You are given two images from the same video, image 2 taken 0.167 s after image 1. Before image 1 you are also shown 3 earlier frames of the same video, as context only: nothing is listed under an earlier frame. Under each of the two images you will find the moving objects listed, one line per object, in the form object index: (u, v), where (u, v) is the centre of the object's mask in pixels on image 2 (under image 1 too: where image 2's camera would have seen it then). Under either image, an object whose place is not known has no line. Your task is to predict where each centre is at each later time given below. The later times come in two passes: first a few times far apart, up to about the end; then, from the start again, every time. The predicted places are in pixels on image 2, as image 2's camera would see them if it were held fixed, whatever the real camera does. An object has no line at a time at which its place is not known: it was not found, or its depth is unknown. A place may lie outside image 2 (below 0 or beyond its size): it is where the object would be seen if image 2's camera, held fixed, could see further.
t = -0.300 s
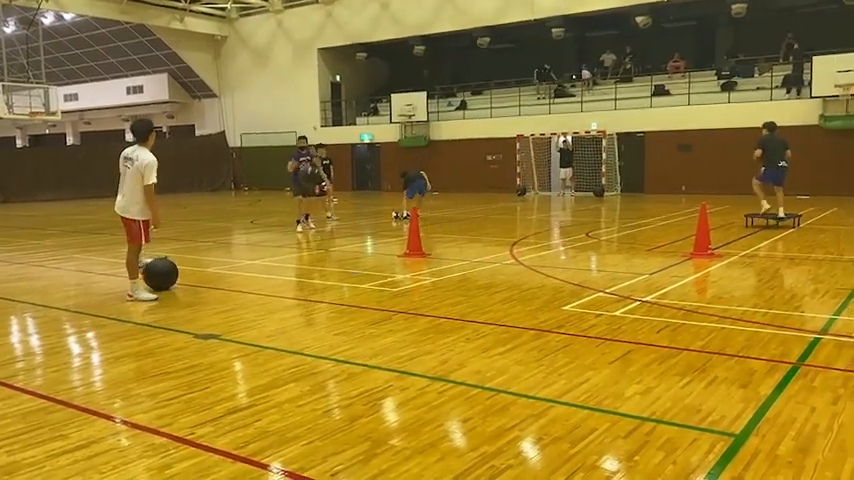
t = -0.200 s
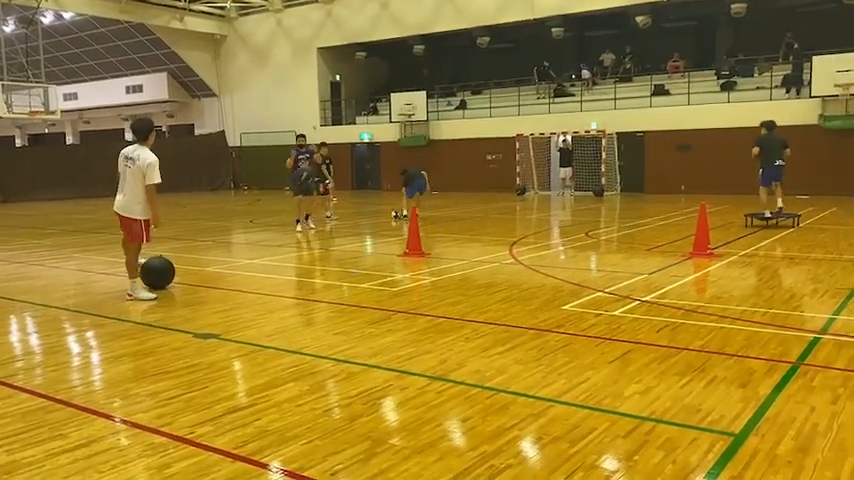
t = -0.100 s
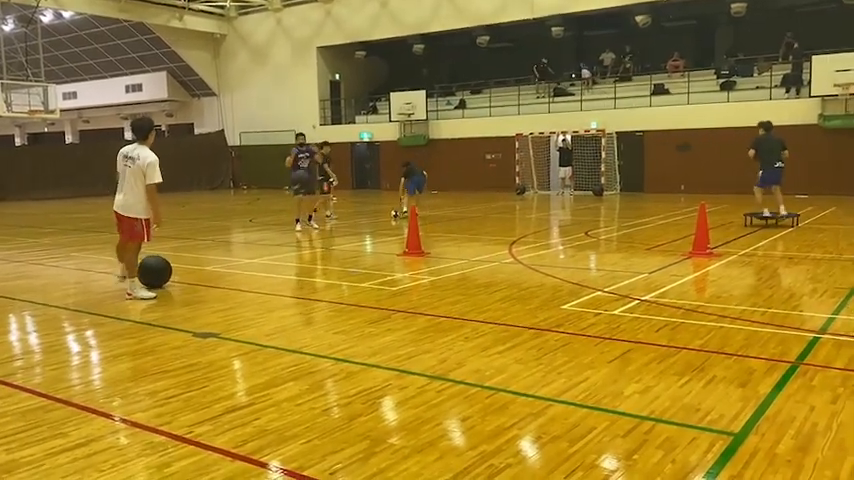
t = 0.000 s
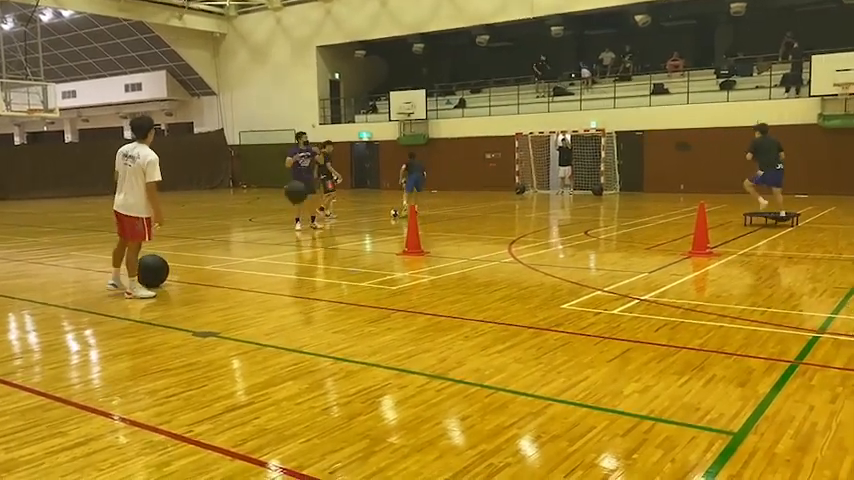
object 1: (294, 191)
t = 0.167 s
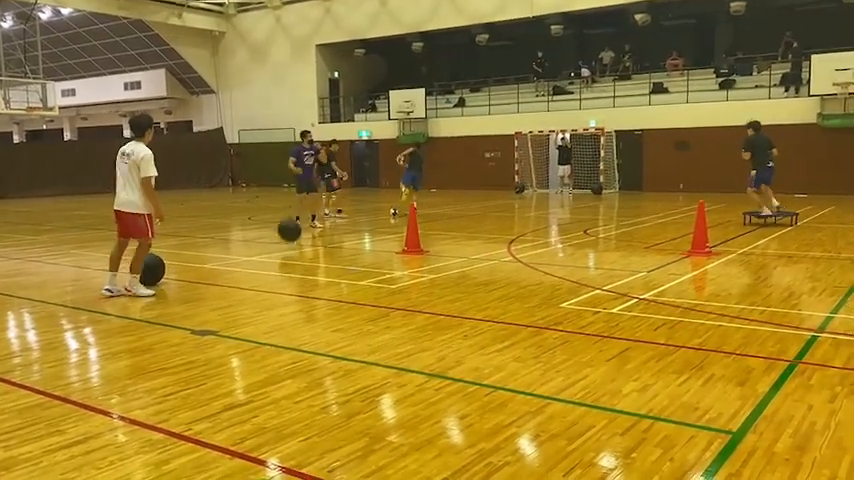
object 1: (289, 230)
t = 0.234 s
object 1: (286, 241)
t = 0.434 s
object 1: (274, 226)
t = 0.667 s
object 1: (258, 244)
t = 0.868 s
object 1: (244, 253)
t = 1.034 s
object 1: (229, 265)
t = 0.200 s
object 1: (287, 240)
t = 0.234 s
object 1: (286, 241)
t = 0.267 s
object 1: (284, 237)
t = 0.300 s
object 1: (282, 234)
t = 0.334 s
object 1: (280, 232)
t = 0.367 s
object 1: (277, 229)
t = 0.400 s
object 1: (276, 228)
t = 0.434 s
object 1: (274, 226)
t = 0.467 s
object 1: (272, 226)
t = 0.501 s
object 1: (270, 226)
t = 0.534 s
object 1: (268, 227)
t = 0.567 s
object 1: (265, 229)
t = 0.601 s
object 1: (263, 233)
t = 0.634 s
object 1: (261, 238)
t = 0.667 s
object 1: (258, 244)
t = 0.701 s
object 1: (256, 250)
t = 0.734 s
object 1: (254, 256)
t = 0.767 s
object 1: (252, 256)
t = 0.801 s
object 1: (250, 255)
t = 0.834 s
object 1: (247, 253)
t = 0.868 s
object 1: (244, 253)
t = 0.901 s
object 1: (242, 253)
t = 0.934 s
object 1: (239, 255)
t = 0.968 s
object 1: (236, 259)
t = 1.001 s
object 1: (232, 263)
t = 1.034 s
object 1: (229, 265)
